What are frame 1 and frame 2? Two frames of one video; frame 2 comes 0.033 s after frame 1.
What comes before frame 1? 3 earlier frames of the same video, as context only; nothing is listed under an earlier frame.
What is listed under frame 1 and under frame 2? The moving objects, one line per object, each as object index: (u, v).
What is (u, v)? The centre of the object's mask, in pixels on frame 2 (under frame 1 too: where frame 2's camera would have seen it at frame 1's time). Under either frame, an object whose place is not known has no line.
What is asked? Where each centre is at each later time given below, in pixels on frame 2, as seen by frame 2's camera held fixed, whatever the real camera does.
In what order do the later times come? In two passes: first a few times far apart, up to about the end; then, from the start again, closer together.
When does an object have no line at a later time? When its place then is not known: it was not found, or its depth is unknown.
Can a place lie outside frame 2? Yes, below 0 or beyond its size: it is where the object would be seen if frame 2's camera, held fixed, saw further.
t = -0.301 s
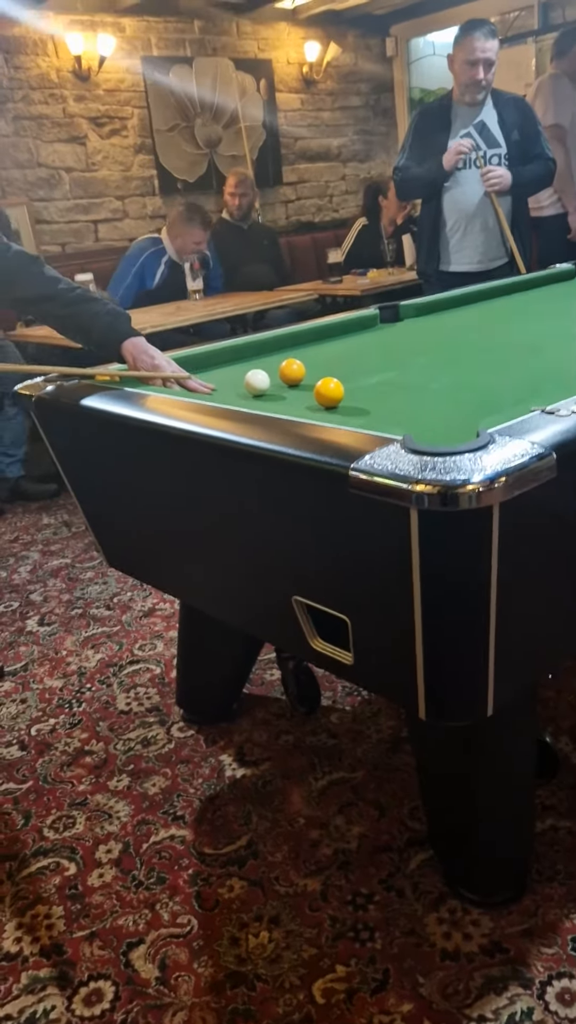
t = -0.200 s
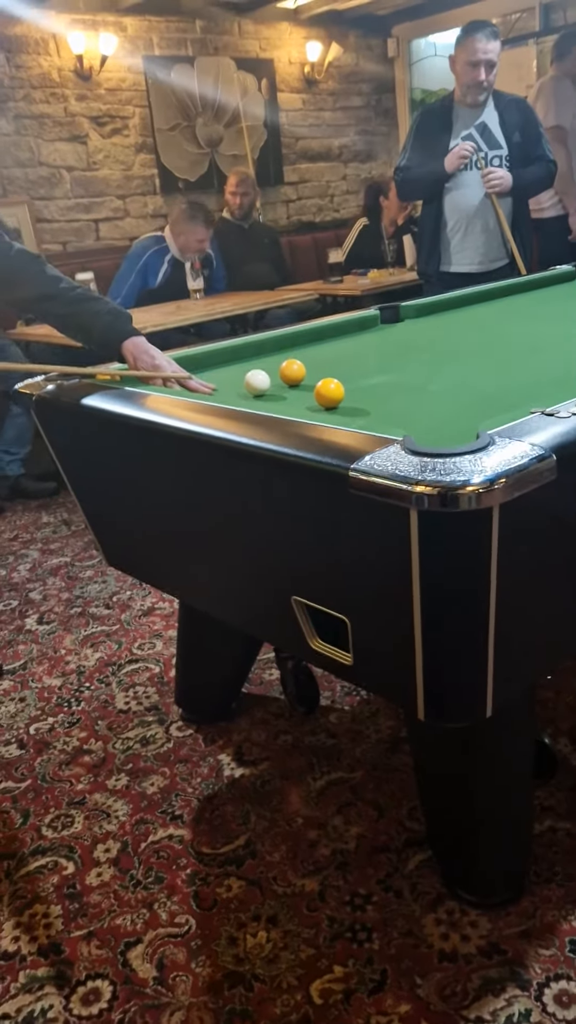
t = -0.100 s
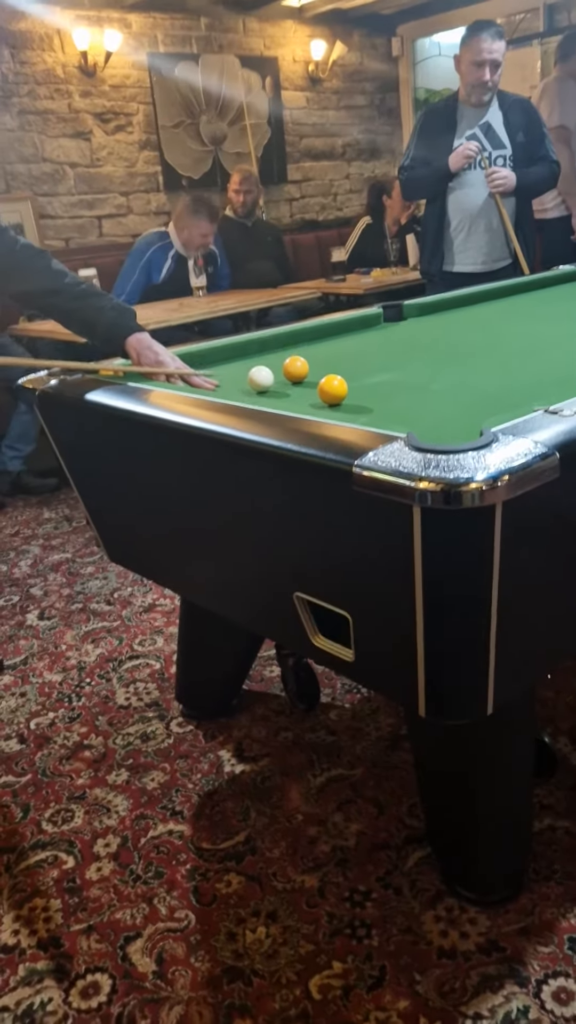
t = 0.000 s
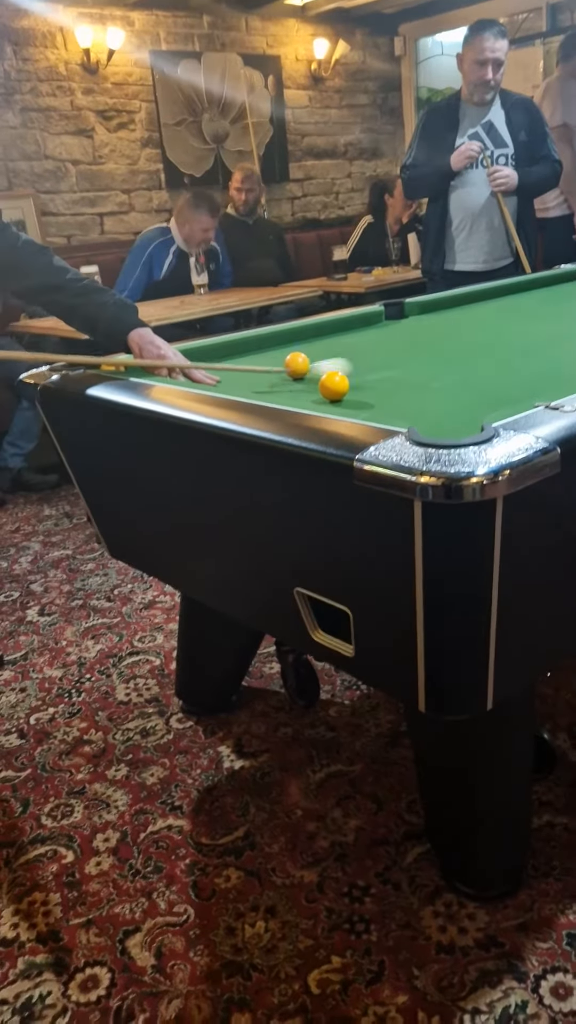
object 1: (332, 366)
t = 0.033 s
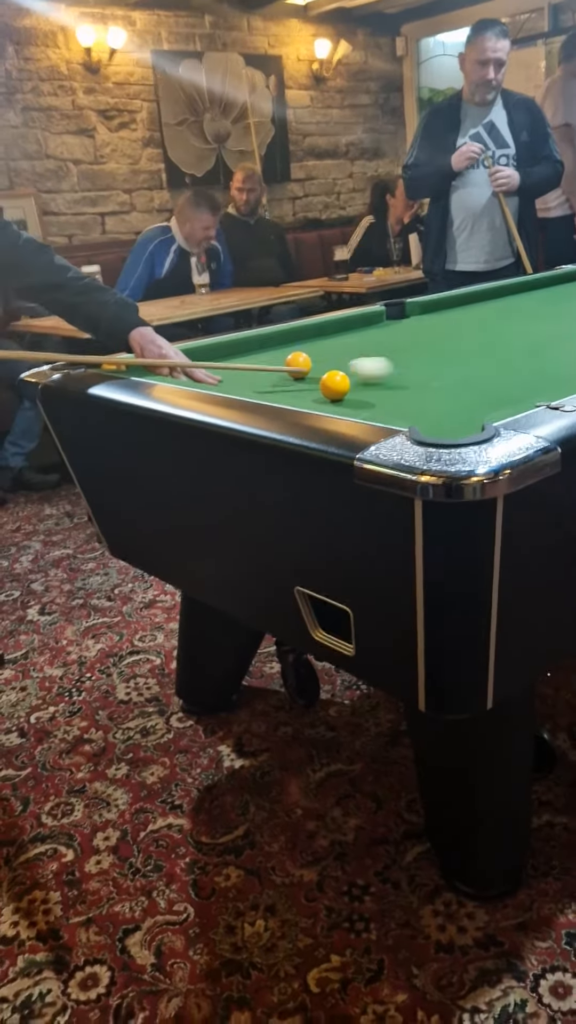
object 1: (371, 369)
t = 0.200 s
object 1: (558, 362)
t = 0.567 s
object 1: (575, 329)
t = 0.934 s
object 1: (522, 306)
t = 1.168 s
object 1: (498, 295)
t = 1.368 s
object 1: (522, 290)
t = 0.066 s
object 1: (408, 368)
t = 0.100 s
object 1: (445, 366)
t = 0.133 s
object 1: (482, 365)
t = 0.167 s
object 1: (520, 364)
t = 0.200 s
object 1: (558, 362)
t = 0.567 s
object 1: (575, 329)
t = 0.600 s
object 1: (570, 326)
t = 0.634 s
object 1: (565, 324)
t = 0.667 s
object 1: (560, 321)
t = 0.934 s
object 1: (522, 306)
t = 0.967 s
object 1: (518, 304)
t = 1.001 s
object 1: (515, 303)
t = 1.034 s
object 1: (511, 301)
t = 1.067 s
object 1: (508, 300)
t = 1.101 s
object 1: (505, 298)
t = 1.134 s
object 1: (501, 296)
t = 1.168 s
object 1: (498, 295)
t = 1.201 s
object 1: (495, 294)
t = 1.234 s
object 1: (493, 292)
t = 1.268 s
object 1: (499, 291)
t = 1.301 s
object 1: (507, 291)
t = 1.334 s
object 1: (515, 291)
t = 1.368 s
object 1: (522, 290)
